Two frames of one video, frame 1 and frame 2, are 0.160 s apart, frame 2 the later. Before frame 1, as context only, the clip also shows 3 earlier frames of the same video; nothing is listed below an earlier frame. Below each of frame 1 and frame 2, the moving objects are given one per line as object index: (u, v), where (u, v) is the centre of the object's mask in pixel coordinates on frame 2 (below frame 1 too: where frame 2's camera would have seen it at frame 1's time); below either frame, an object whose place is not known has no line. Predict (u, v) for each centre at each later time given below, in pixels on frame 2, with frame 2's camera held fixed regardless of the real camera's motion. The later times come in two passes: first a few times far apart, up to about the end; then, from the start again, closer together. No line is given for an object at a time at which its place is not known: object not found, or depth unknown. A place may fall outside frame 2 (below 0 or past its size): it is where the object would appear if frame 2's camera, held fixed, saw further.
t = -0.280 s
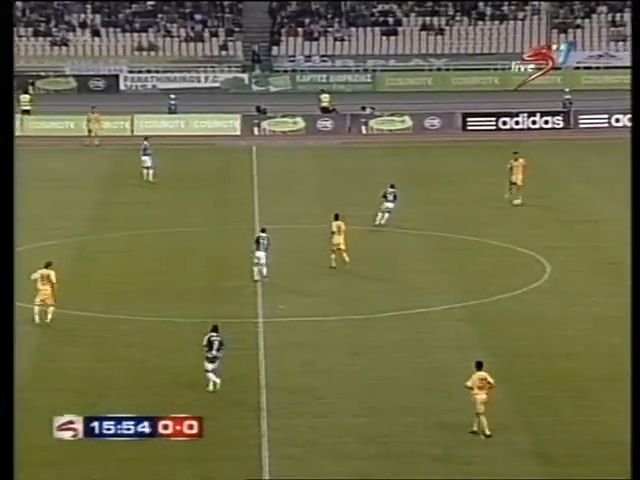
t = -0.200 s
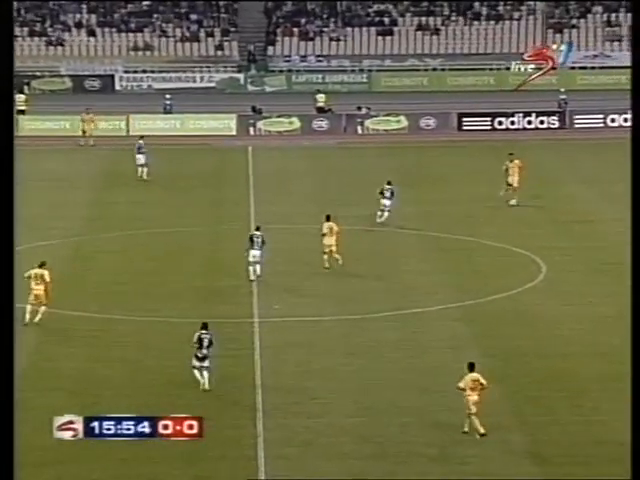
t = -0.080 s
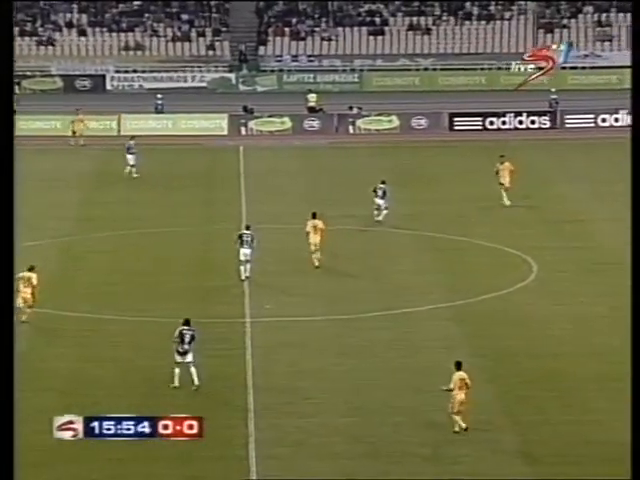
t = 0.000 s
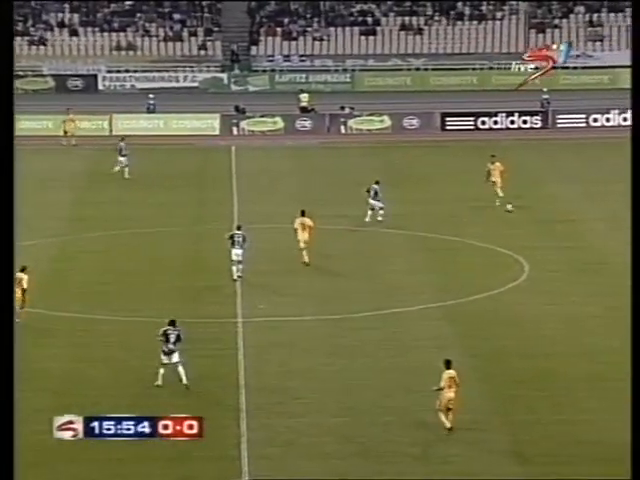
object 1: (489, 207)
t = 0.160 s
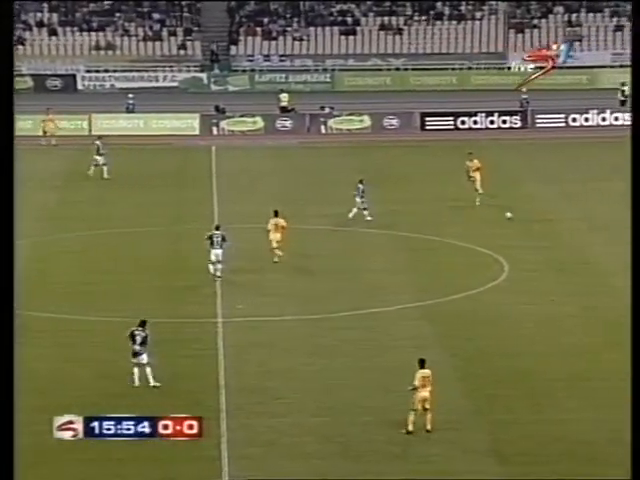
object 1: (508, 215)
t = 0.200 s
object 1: (512, 217)
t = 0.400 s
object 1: (534, 228)
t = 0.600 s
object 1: (560, 241)
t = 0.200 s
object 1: (512, 217)
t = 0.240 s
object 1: (517, 221)
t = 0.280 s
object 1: (521, 223)
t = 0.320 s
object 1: (526, 226)
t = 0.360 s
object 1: (530, 228)
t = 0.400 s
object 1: (534, 228)
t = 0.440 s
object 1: (539, 232)
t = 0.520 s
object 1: (549, 236)
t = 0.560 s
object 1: (554, 238)
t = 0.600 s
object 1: (560, 241)
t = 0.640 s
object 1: (566, 243)
